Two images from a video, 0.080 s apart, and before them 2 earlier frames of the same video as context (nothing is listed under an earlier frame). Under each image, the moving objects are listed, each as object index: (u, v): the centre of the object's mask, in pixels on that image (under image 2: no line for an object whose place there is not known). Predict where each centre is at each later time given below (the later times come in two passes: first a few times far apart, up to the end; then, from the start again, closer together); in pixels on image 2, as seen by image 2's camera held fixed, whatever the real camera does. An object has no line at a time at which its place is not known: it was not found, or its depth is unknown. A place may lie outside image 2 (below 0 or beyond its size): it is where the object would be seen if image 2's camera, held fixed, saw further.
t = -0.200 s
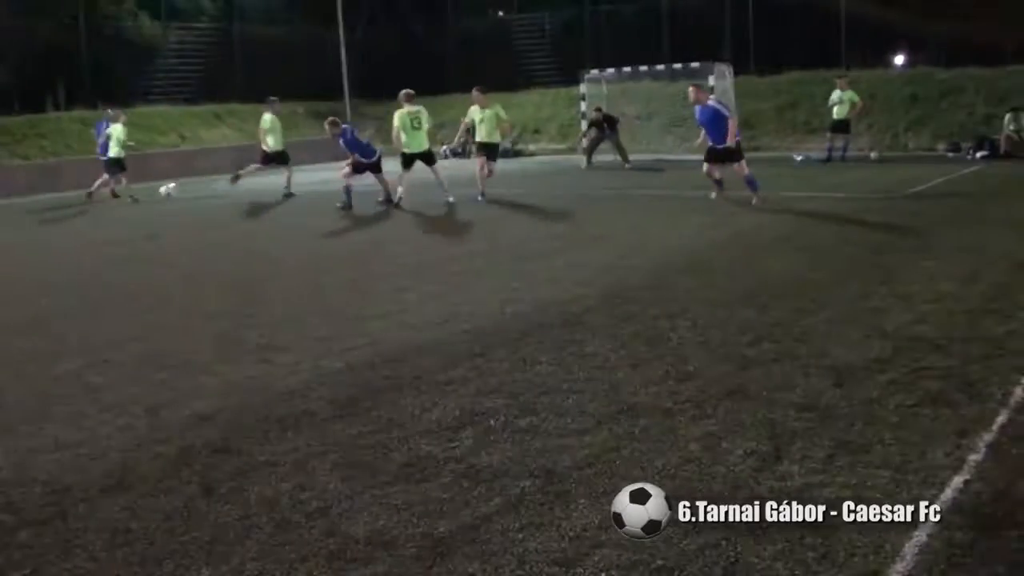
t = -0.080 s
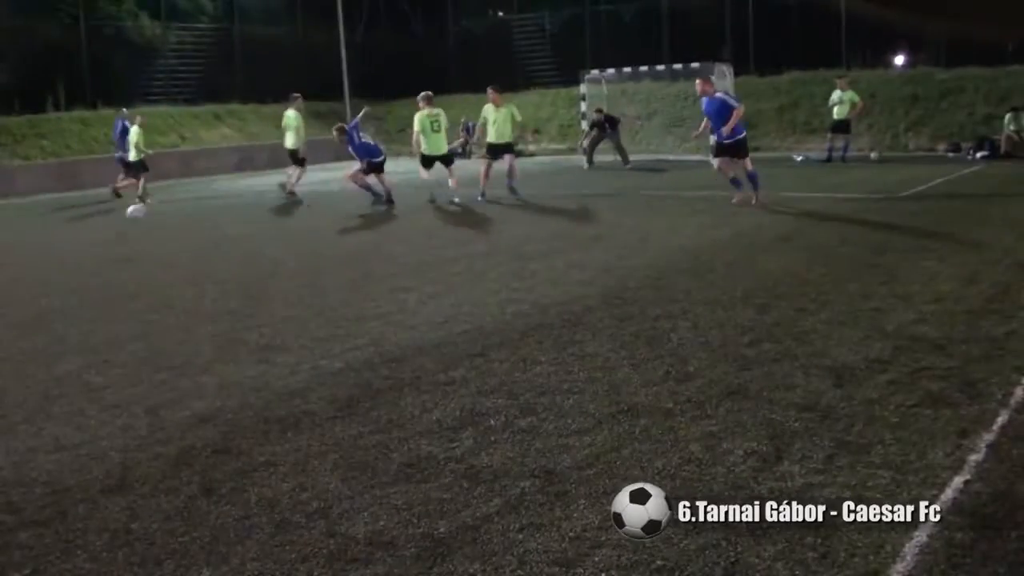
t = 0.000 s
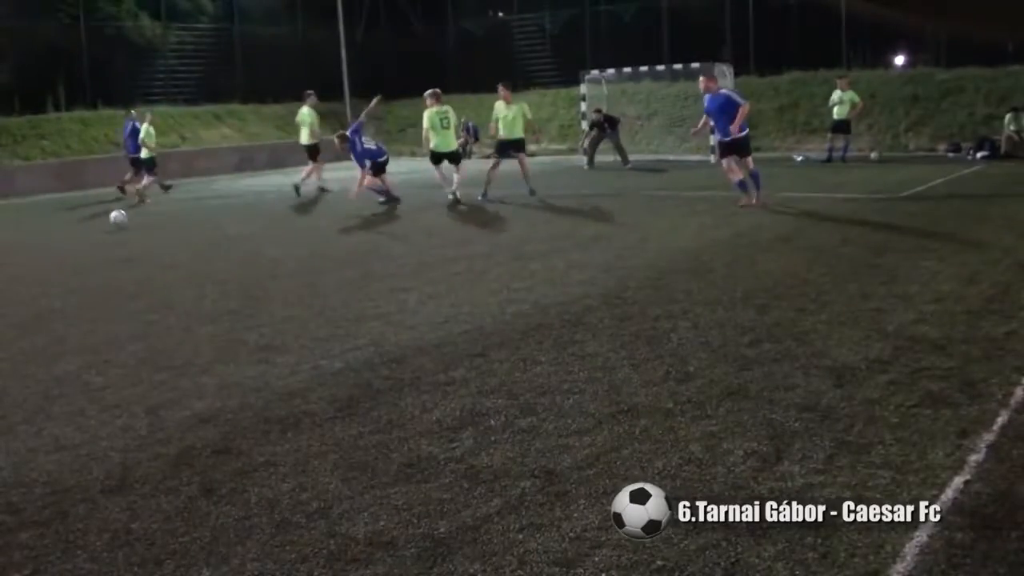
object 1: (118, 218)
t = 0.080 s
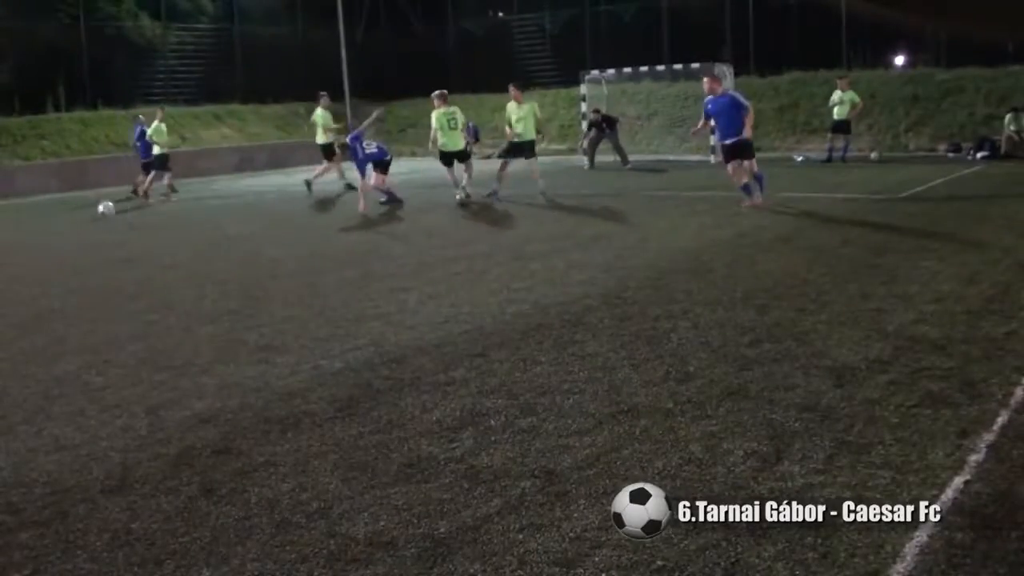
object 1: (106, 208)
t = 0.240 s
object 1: (83, 204)
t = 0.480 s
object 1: (52, 220)
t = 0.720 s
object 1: (15, 224)
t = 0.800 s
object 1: (4, 224)
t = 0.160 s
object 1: (94, 204)
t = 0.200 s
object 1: (89, 204)
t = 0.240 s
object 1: (83, 204)
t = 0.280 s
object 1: (78, 206)
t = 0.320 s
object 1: (73, 208)
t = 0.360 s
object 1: (68, 212)
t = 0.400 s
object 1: (63, 217)
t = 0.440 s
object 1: (58, 223)
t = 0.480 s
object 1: (52, 220)
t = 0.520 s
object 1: (45, 218)
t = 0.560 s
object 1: (39, 218)
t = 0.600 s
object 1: (32, 218)
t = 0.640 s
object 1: (26, 219)
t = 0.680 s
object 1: (20, 220)
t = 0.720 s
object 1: (15, 224)
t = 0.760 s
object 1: (10, 225)
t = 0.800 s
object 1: (4, 224)
